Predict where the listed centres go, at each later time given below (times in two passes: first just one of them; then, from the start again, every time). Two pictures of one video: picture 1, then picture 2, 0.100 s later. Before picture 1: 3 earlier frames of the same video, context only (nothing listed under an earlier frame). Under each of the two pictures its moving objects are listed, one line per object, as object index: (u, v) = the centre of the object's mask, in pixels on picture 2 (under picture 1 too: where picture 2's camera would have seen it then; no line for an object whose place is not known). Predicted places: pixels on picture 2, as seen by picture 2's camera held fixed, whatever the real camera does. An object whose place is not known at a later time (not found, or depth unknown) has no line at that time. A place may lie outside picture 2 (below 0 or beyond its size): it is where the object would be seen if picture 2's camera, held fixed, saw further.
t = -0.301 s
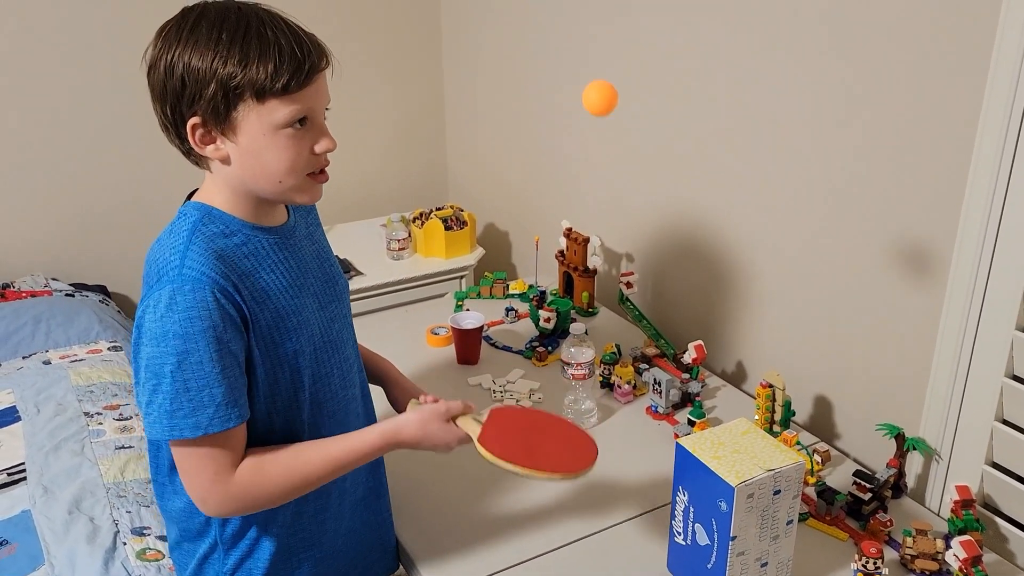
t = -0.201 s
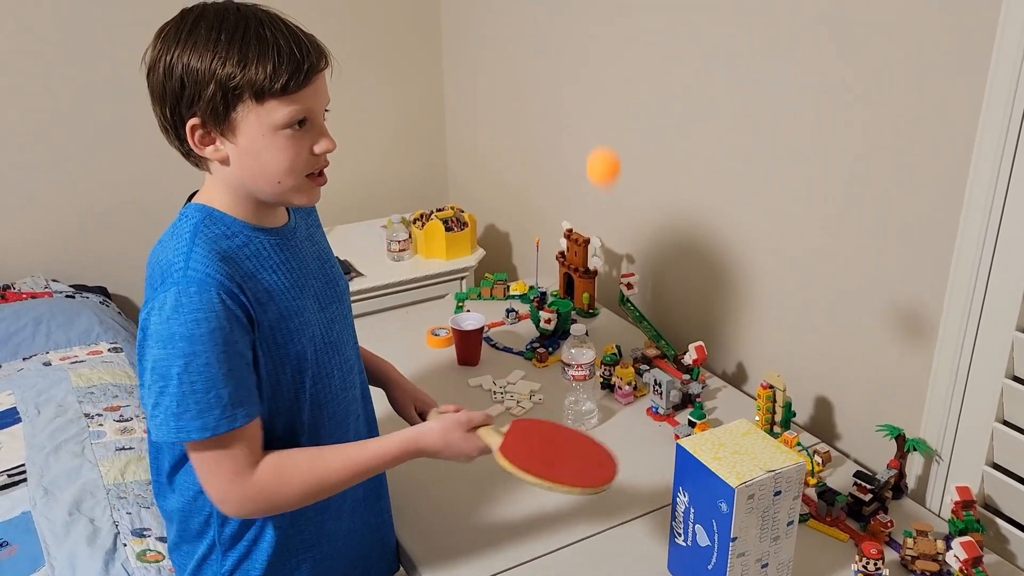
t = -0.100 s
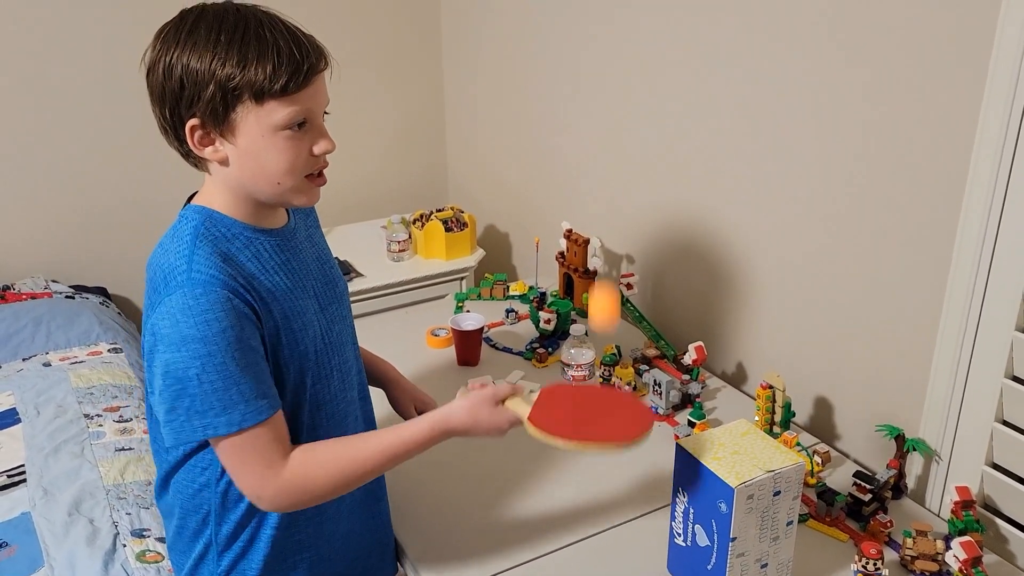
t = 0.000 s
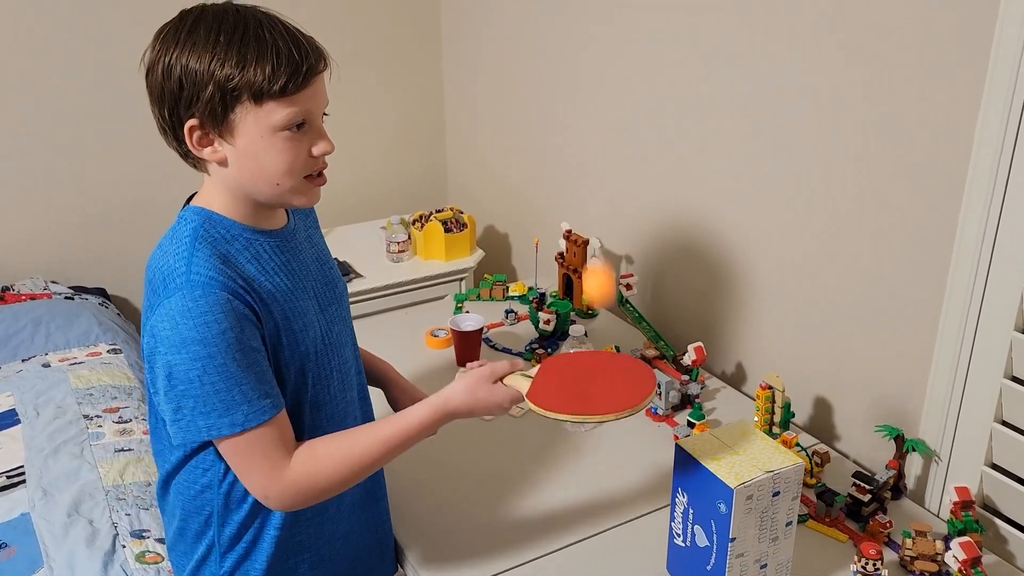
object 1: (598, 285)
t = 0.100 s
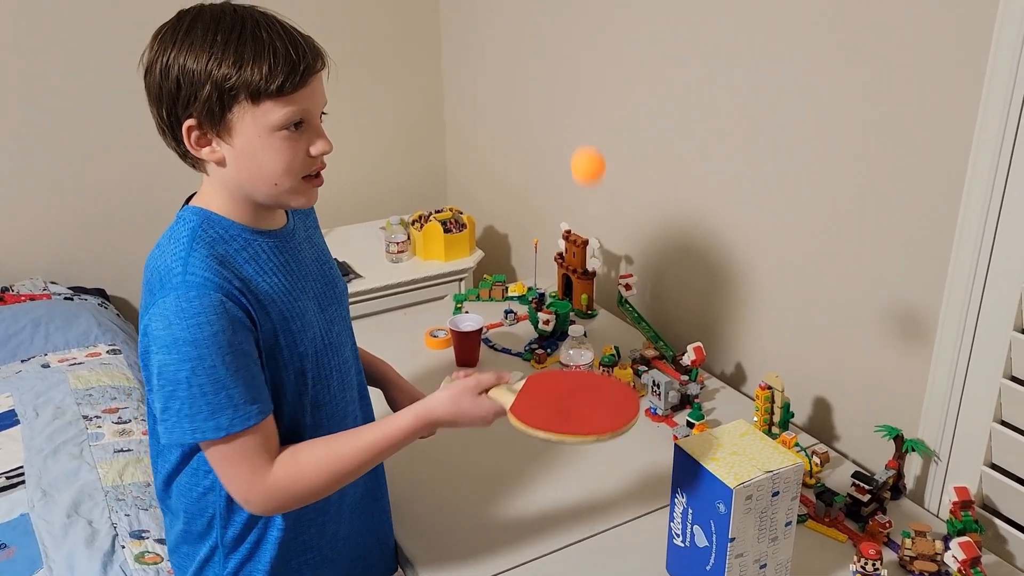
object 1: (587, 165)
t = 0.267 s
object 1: (566, 141)
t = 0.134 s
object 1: (584, 142)
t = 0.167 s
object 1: (580, 128)
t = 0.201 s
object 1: (575, 124)
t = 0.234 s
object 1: (571, 128)
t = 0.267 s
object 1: (566, 141)
